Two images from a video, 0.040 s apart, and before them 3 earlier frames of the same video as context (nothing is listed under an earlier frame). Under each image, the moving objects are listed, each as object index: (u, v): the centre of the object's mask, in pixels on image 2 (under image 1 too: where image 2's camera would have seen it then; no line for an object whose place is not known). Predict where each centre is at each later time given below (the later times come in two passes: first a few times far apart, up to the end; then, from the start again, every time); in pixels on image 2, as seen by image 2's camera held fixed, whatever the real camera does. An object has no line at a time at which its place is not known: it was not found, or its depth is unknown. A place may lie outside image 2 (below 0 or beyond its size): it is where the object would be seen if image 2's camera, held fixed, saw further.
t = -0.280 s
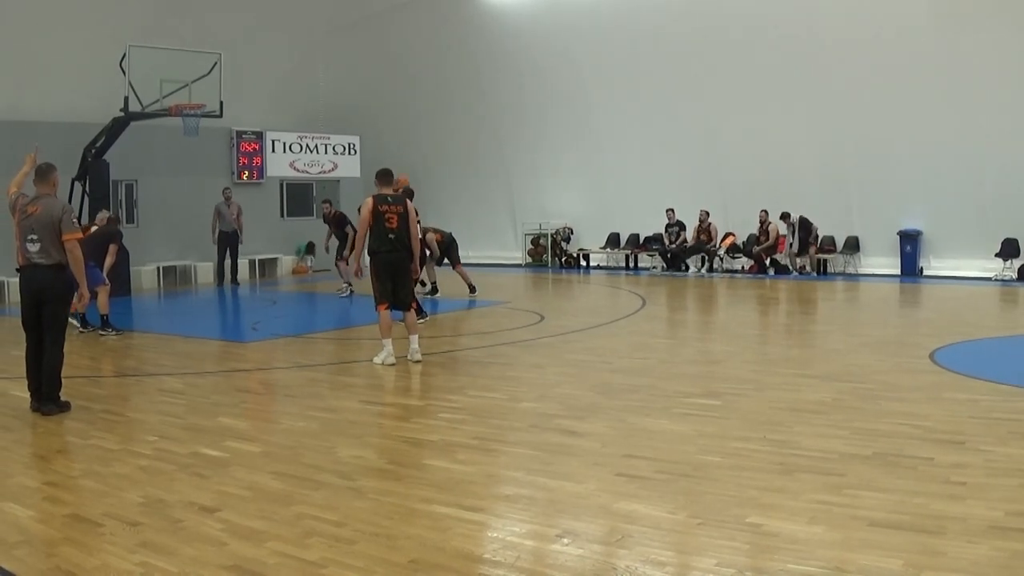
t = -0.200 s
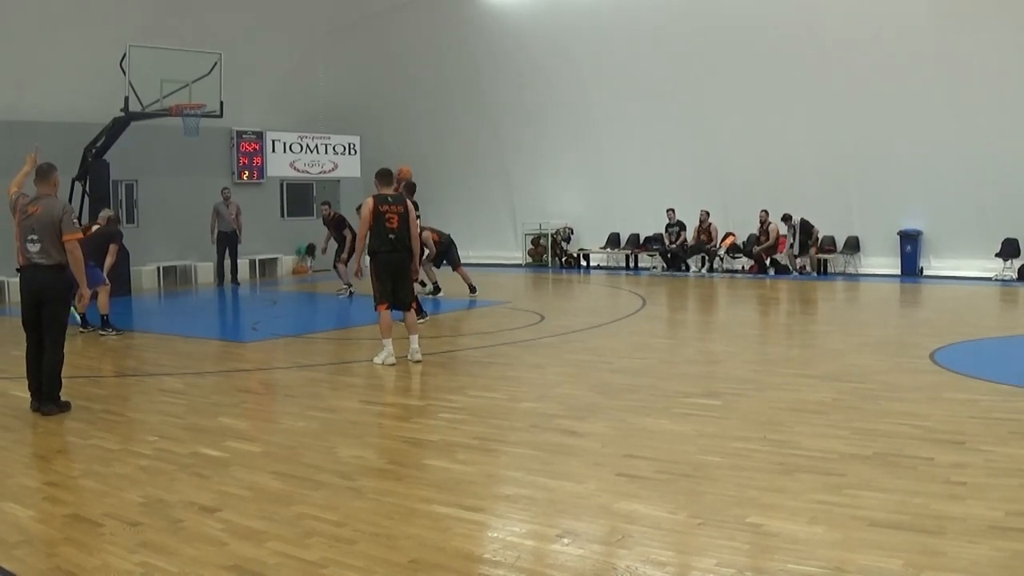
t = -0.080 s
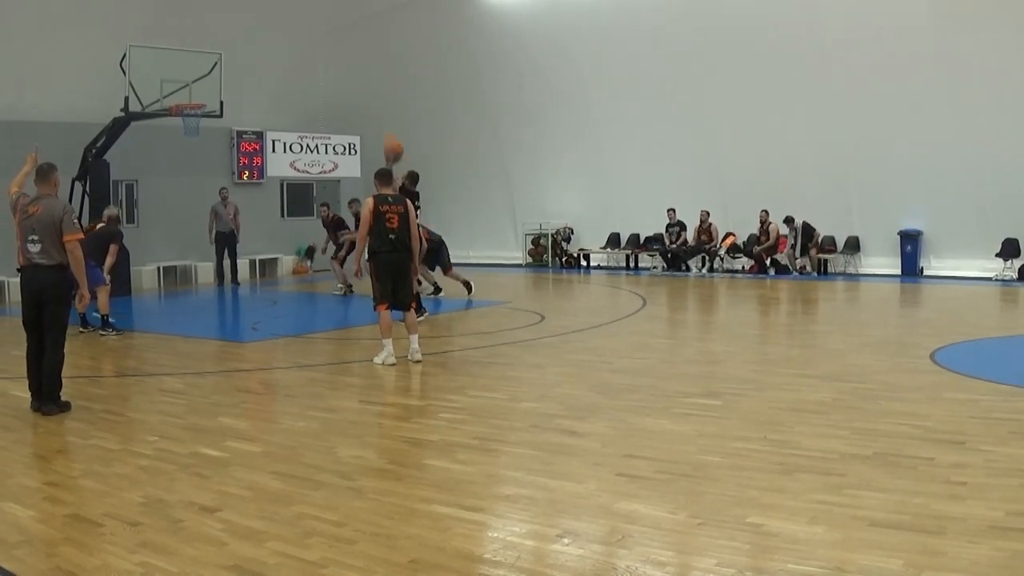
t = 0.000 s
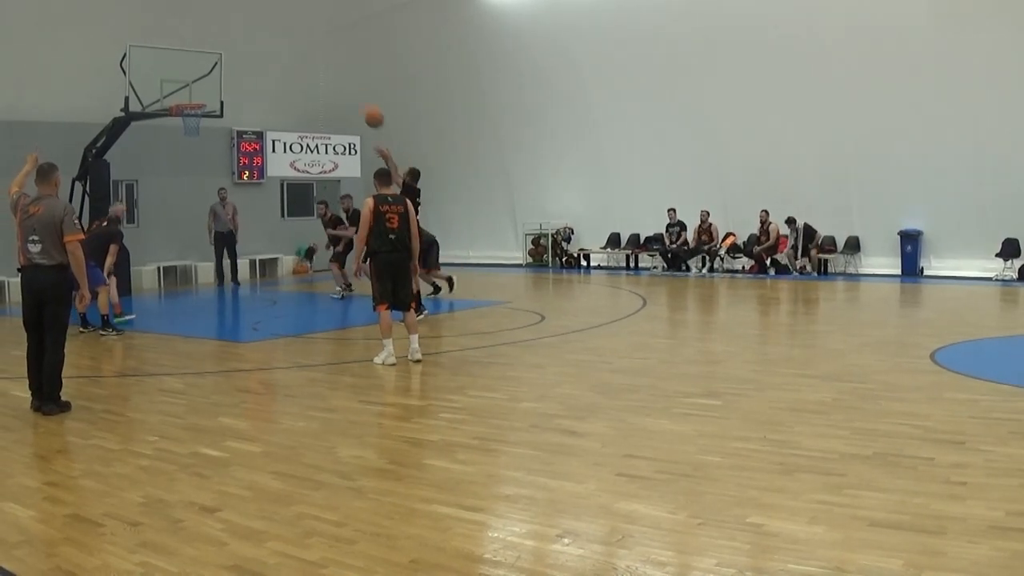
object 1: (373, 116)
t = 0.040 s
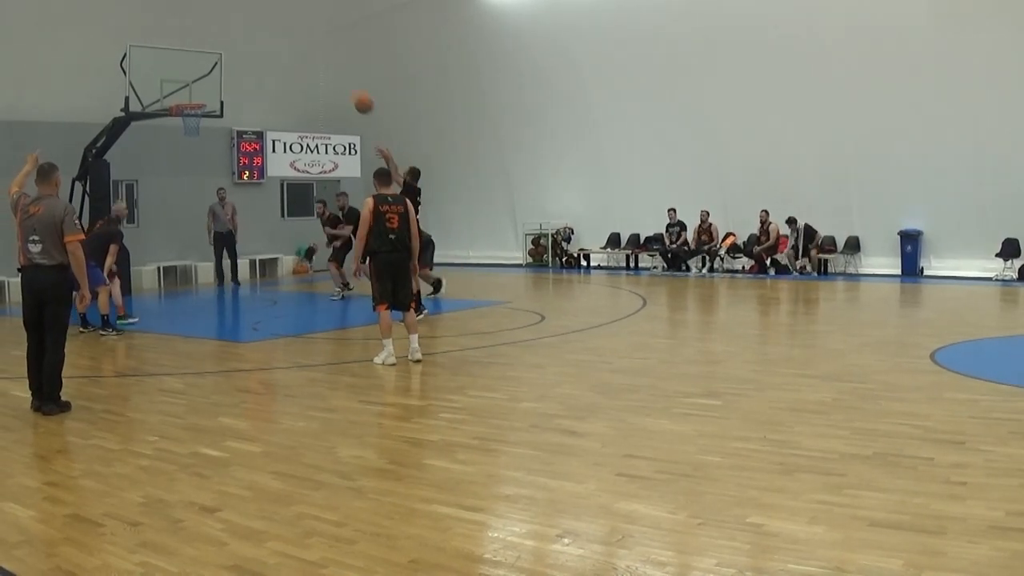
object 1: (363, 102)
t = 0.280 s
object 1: (305, 48)
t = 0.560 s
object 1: (246, 41)
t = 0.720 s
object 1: (217, 59)
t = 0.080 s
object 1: (353, 89)
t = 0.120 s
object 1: (343, 79)
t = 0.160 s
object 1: (333, 70)
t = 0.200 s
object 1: (323, 61)
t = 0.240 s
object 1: (314, 54)
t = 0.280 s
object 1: (305, 48)
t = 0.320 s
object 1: (296, 44)
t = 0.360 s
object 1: (287, 40)
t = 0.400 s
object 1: (279, 38)
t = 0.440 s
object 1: (270, 37)
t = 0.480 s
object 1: (262, 37)
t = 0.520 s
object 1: (254, 38)
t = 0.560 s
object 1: (246, 41)
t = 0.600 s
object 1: (239, 44)
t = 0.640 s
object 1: (231, 48)
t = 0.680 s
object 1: (224, 53)
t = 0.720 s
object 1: (217, 59)
